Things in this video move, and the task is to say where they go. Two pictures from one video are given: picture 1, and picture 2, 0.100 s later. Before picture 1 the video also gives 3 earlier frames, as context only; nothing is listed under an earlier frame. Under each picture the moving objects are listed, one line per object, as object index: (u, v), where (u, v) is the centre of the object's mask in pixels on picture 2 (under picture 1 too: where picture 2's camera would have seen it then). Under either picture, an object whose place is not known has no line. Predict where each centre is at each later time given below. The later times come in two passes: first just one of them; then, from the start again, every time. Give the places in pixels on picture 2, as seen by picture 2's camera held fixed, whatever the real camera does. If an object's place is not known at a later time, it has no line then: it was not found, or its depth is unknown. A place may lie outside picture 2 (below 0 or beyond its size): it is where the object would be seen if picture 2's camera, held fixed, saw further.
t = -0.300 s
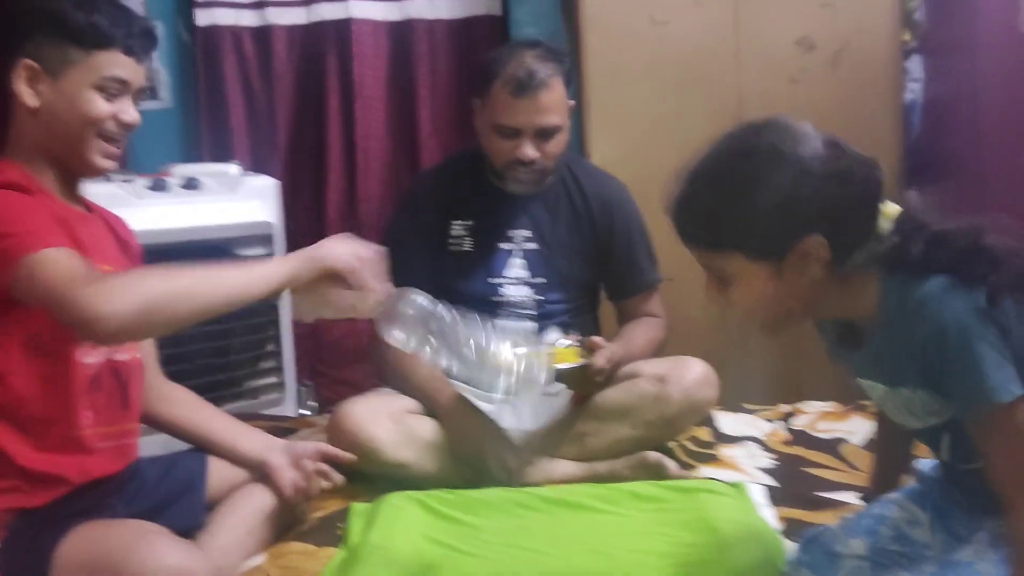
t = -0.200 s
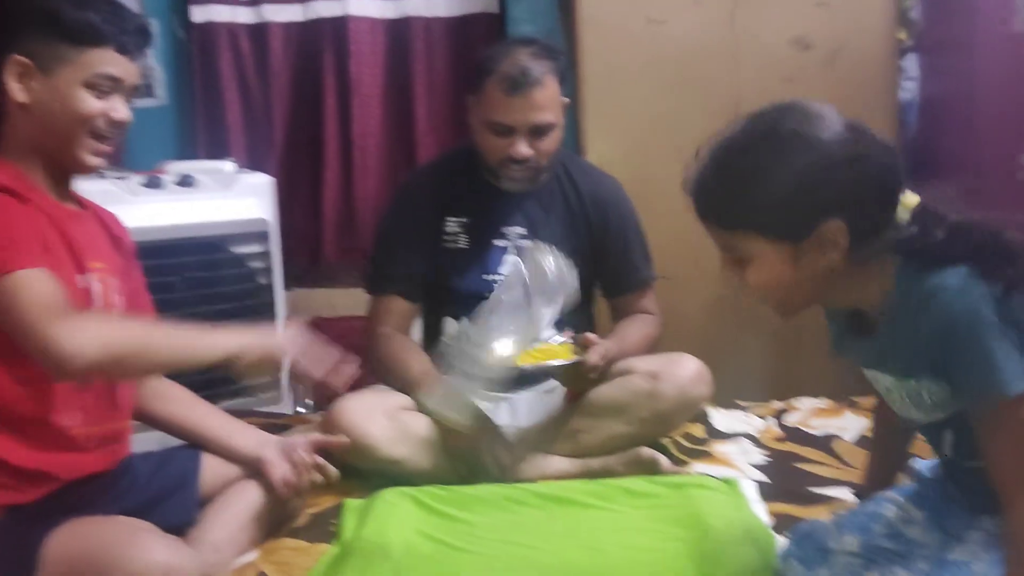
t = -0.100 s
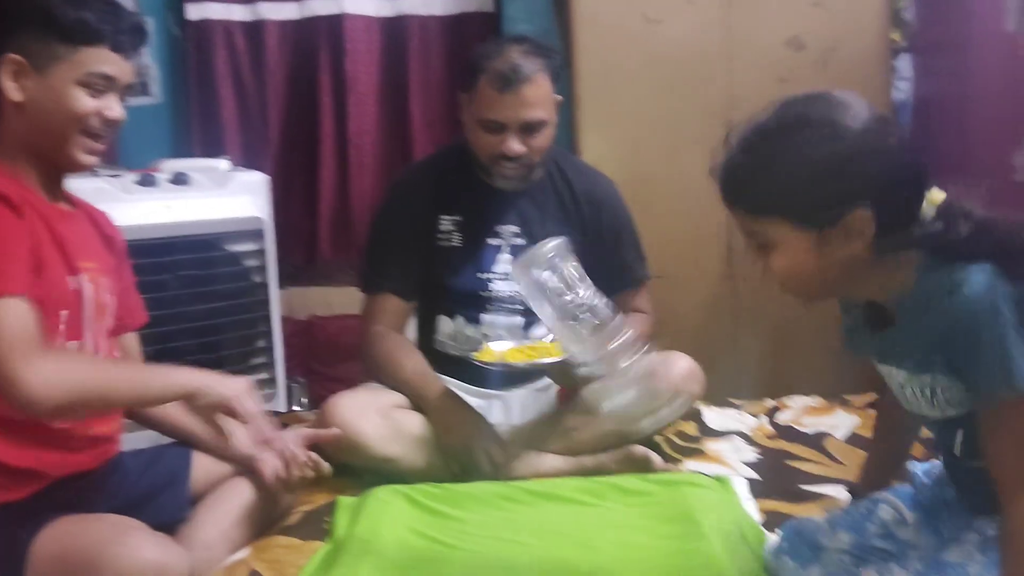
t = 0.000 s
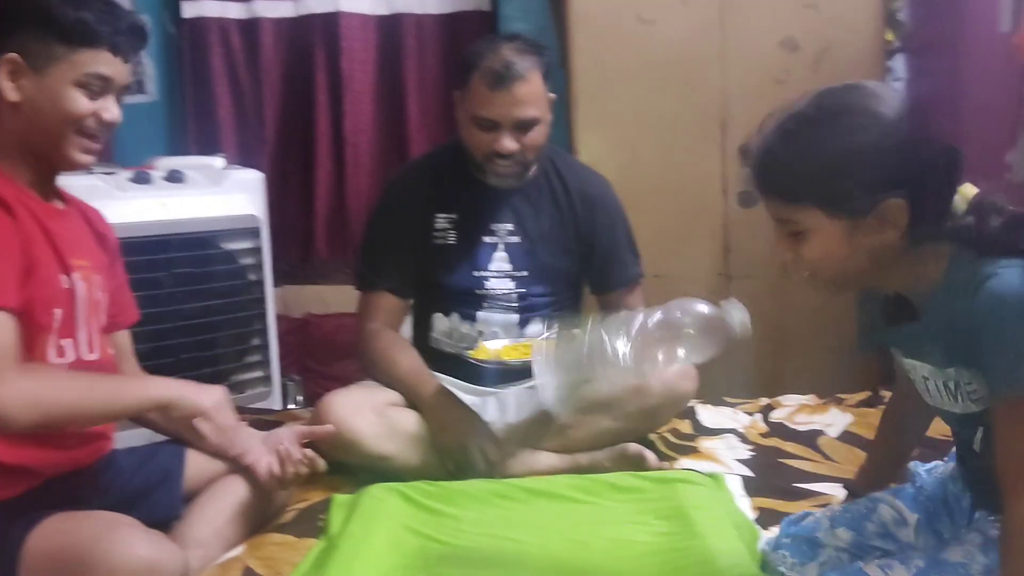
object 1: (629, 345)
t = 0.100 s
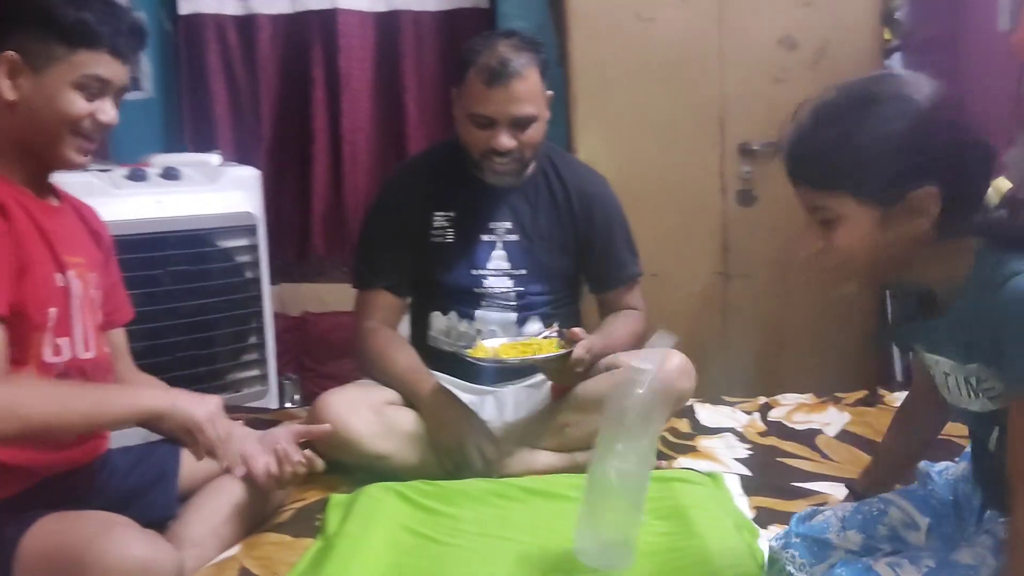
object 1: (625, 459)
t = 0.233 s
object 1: (576, 464)
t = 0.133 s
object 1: (611, 464)
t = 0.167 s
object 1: (599, 463)
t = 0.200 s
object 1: (586, 462)
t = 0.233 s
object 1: (576, 464)
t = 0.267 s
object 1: (564, 465)
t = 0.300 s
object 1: (551, 465)
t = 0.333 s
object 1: (542, 473)
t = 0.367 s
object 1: (522, 477)
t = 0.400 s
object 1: (508, 487)
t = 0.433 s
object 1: (495, 506)
